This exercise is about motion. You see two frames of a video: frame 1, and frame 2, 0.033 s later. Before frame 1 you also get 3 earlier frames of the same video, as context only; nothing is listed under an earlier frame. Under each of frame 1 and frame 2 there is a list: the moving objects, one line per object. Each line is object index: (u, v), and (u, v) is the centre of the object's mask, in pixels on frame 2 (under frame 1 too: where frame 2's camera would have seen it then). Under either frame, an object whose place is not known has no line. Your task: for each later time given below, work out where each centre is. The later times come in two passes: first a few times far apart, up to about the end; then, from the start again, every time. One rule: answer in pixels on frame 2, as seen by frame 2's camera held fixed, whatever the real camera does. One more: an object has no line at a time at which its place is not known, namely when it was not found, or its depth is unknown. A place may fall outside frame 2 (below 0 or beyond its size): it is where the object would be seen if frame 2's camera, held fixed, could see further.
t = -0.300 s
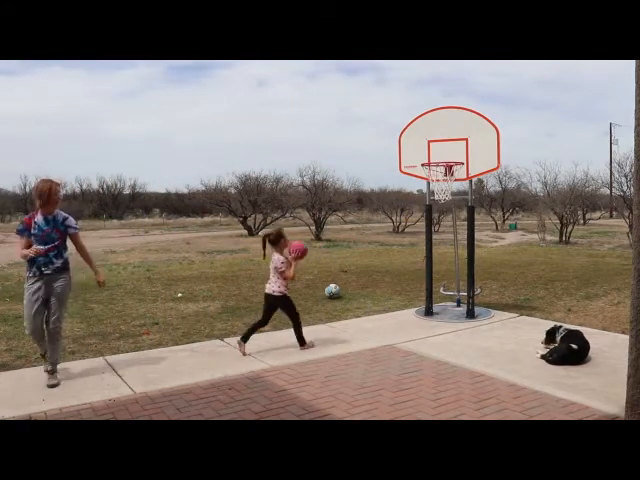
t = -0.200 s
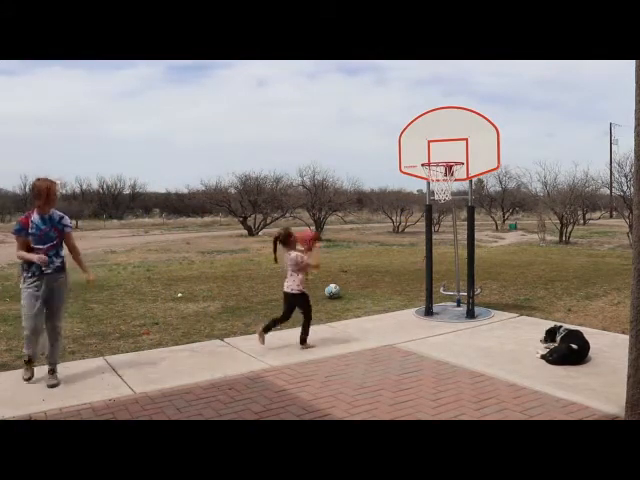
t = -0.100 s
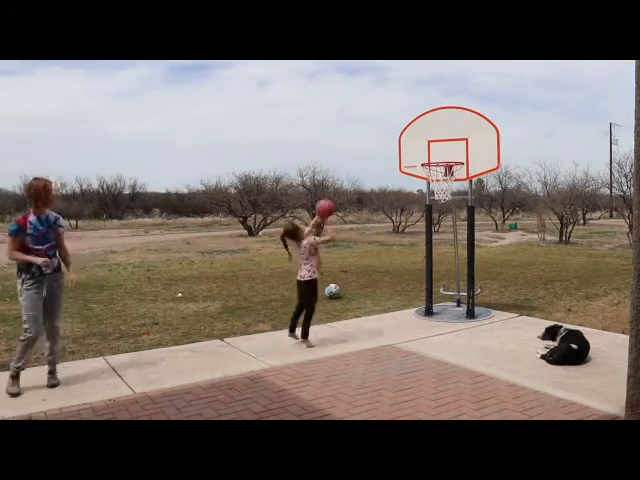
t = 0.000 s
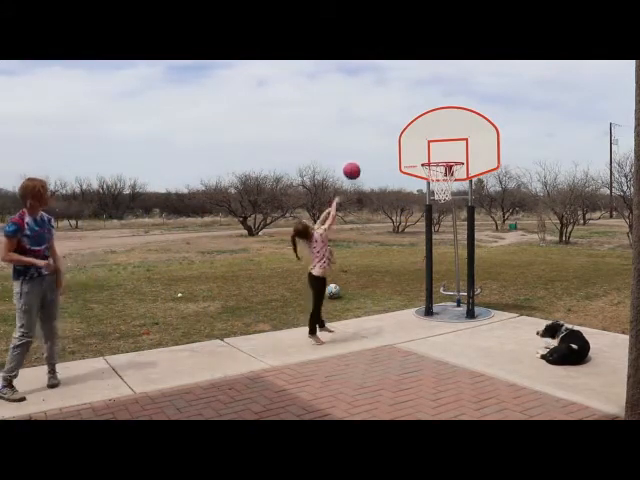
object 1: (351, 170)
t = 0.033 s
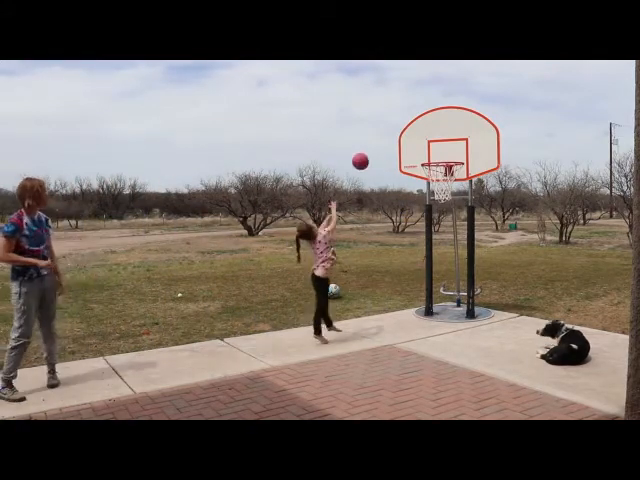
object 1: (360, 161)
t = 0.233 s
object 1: (406, 129)
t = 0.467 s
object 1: (430, 133)
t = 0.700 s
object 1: (429, 149)
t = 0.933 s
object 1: (427, 171)
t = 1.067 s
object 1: (424, 213)
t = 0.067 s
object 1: (368, 152)
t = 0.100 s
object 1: (376, 145)
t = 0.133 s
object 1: (384, 140)
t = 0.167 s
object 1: (391, 135)
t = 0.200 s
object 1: (399, 131)
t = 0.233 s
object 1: (406, 129)
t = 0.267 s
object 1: (413, 127)
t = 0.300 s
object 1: (420, 127)
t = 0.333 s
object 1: (426, 127)
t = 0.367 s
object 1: (429, 128)
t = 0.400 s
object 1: (430, 129)
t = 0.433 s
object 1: (430, 130)
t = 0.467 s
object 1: (430, 133)
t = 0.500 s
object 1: (430, 137)
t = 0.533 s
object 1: (431, 142)
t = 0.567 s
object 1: (430, 148)
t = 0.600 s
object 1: (430, 154)
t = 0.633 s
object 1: (430, 152)
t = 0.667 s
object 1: (430, 150)
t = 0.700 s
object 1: (429, 149)
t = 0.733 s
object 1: (429, 149)
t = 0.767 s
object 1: (429, 150)
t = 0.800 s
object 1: (428, 151)
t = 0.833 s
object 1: (428, 154)
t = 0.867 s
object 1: (428, 159)
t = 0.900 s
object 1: (427, 165)
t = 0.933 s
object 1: (427, 171)
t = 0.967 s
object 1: (426, 180)
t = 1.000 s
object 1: (426, 189)
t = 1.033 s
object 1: (425, 200)
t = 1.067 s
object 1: (424, 213)
